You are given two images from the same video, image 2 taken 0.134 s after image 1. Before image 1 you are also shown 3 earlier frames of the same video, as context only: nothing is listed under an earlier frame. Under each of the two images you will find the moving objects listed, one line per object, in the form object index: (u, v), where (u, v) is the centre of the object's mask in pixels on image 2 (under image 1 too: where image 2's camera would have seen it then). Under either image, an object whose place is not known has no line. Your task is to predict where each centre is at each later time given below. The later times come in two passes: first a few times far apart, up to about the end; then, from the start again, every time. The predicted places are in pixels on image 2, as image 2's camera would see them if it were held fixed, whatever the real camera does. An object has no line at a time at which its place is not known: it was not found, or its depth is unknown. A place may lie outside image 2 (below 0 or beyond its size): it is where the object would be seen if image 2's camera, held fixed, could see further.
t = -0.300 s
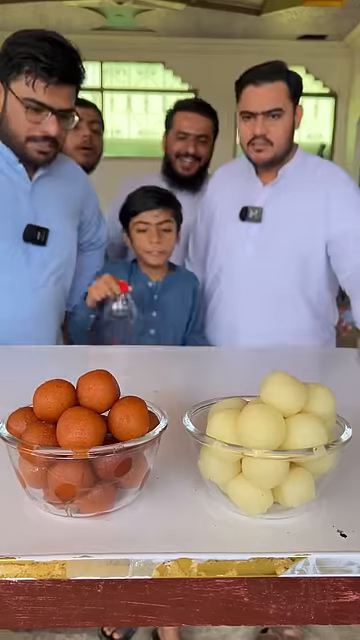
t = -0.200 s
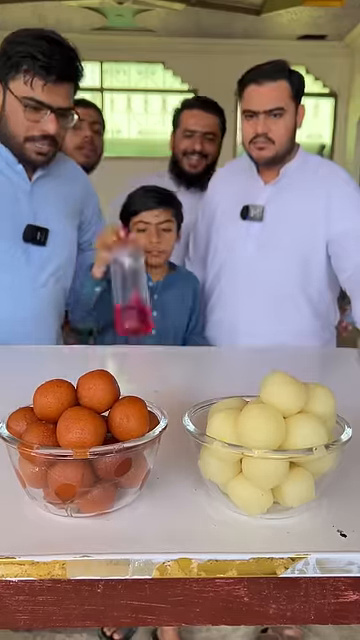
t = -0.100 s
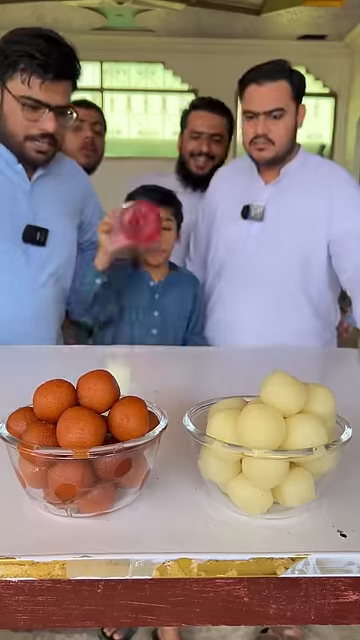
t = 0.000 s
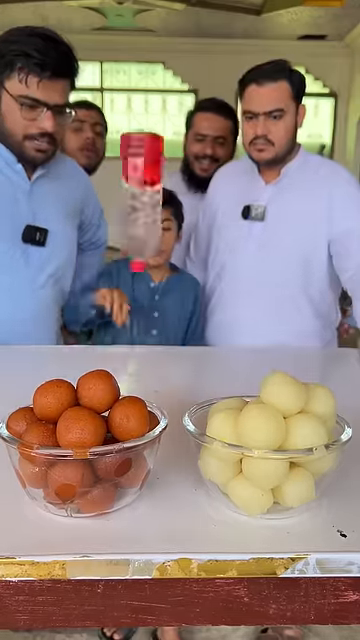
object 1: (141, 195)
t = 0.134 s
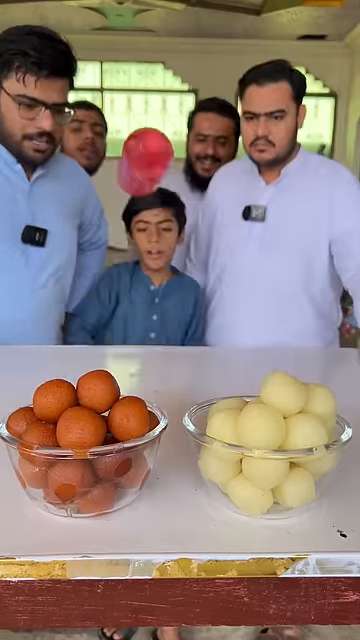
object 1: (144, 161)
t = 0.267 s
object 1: (142, 262)
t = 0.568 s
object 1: (146, 367)
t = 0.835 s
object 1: (147, 368)
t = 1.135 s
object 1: (141, 368)
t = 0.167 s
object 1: (144, 174)
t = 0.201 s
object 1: (144, 195)
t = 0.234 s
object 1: (144, 224)
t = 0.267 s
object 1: (142, 262)
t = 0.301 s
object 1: (141, 306)
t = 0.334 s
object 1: (140, 318)
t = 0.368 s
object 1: (142, 331)
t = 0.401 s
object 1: (142, 358)
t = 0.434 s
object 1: (143, 365)
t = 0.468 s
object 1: (145, 367)
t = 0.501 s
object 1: (146, 367)
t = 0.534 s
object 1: (146, 367)
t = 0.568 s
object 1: (146, 367)
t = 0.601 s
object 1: (145, 367)
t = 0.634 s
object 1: (146, 367)
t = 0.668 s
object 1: (147, 368)
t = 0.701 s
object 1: (148, 368)
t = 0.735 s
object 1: (149, 368)
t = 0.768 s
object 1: (149, 368)
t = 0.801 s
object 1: (149, 368)
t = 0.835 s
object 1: (147, 368)
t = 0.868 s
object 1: (147, 368)
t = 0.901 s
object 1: (146, 368)
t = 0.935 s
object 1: (146, 368)
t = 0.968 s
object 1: (146, 368)
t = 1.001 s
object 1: (146, 367)
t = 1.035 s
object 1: (145, 367)
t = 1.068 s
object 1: (144, 367)
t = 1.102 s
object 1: (142, 368)
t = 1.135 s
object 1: (141, 368)
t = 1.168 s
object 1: (141, 367)
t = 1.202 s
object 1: (141, 367)
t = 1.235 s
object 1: (141, 367)
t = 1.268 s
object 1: (141, 368)
